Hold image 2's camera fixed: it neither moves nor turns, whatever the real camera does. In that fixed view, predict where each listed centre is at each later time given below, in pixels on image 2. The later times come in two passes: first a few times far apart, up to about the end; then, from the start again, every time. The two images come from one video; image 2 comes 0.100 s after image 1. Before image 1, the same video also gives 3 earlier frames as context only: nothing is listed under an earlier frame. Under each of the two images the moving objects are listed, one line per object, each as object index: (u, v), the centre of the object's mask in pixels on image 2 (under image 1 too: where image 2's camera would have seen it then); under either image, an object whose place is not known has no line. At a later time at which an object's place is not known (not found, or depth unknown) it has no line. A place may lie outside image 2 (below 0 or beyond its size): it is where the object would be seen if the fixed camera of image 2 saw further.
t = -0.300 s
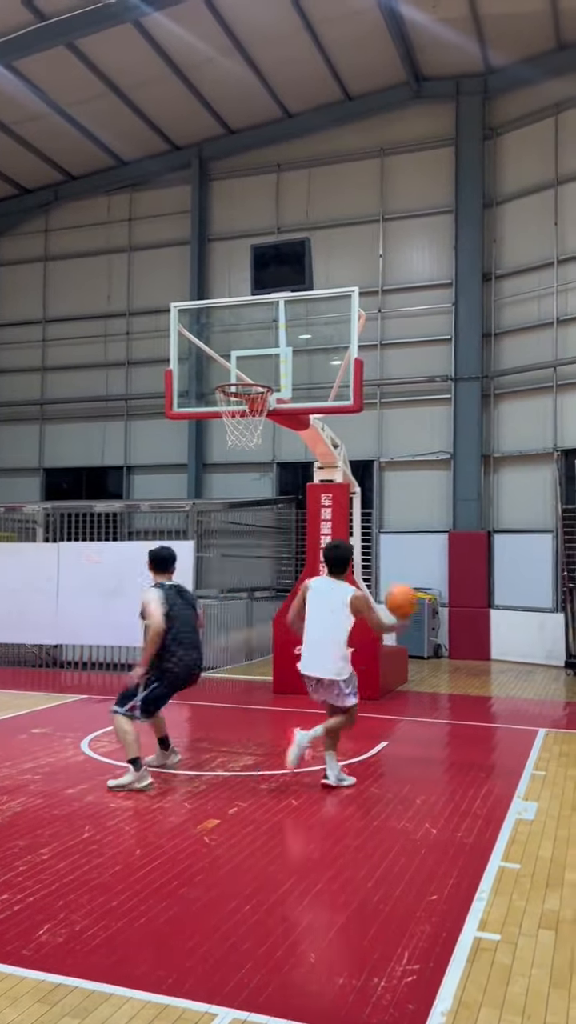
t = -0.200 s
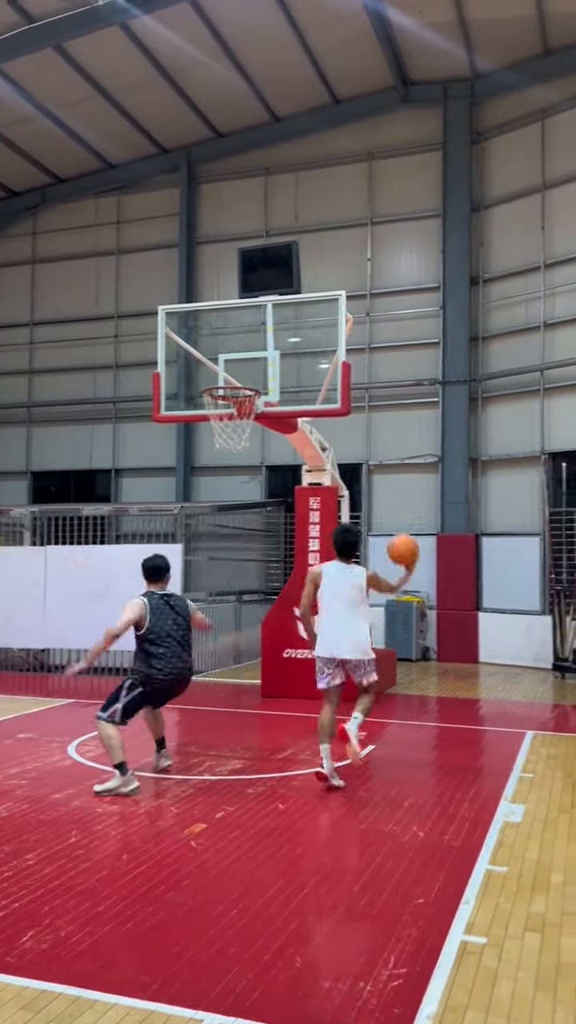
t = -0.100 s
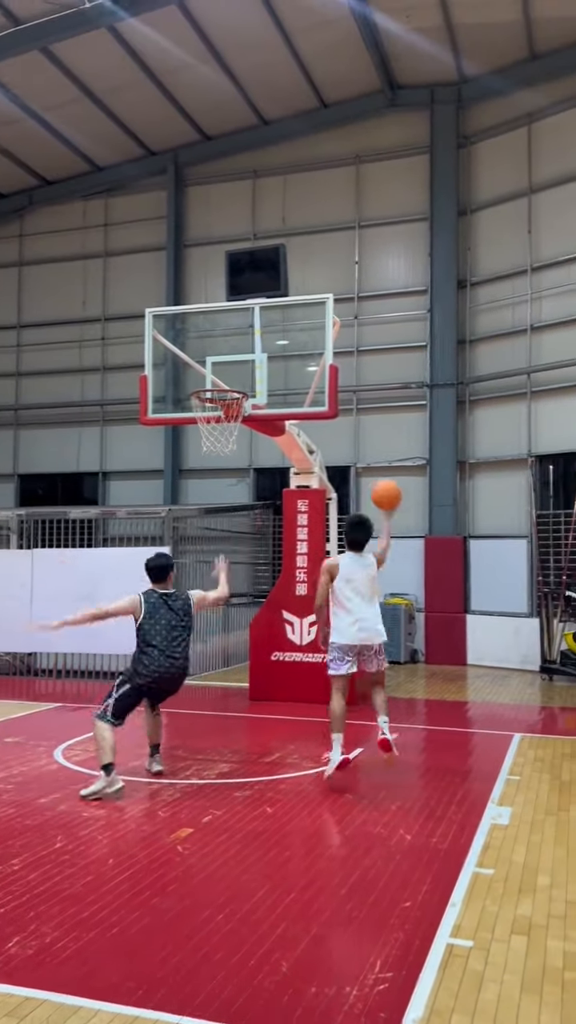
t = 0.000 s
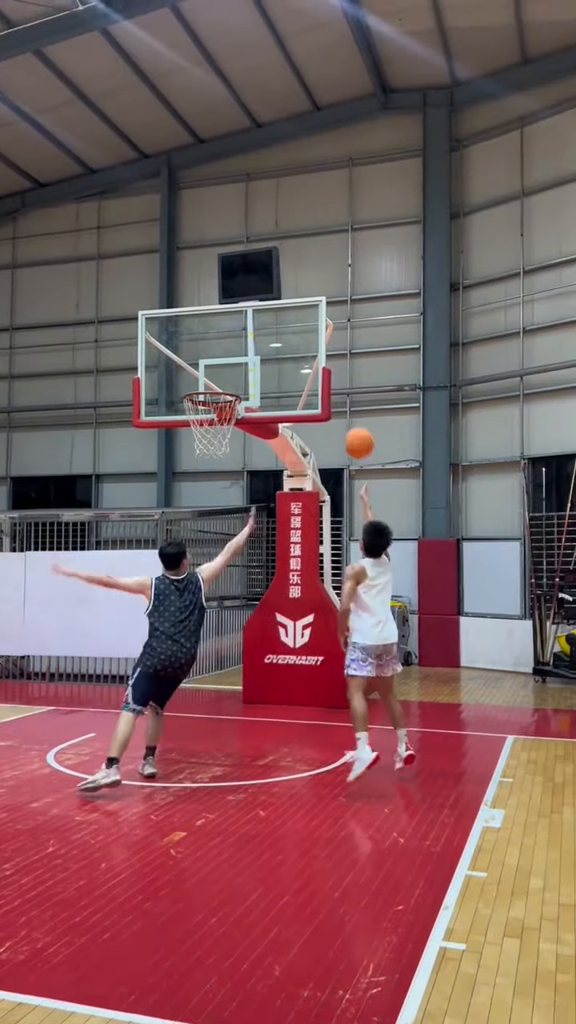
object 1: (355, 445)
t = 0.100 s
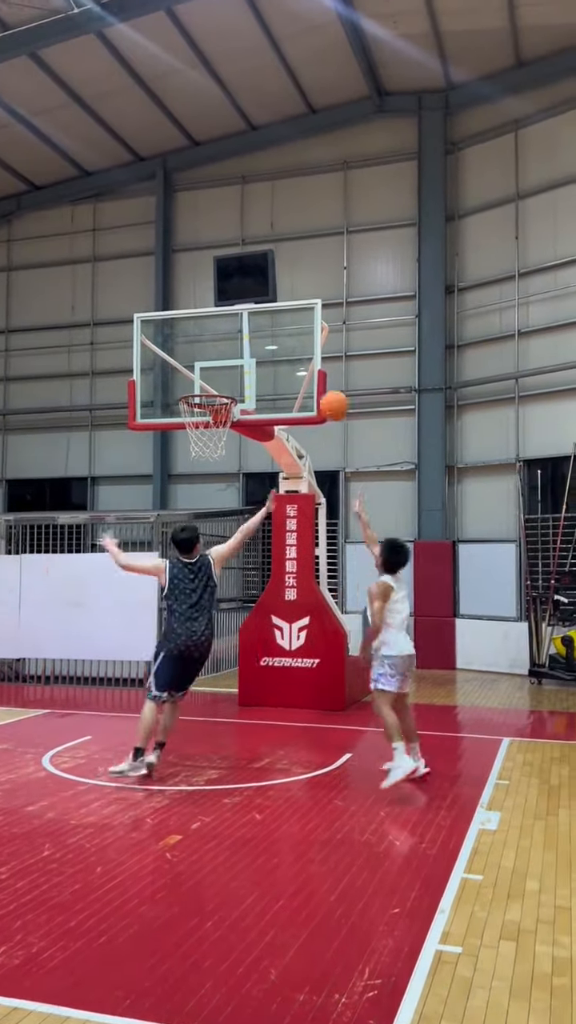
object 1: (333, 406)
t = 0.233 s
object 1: (308, 373)
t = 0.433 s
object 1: (273, 360)
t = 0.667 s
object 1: (227, 382)
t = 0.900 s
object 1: (188, 446)
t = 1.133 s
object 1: (165, 533)
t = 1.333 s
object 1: (141, 661)
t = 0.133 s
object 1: (328, 395)
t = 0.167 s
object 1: (322, 386)
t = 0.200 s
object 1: (315, 380)
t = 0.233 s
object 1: (308, 373)
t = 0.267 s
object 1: (302, 368)
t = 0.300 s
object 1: (296, 365)
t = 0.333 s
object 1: (291, 362)
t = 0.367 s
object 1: (285, 362)
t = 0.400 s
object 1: (279, 362)
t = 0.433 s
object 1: (273, 360)
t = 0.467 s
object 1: (266, 360)
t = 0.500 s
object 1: (259, 360)
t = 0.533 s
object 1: (254, 363)
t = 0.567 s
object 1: (247, 366)
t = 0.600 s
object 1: (240, 370)
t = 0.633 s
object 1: (233, 377)
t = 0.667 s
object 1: (227, 382)
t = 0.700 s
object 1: (221, 386)
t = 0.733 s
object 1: (215, 403)
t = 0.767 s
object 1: (207, 411)
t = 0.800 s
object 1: (201, 423)
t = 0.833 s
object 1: (195, 433)
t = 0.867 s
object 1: (192, 439)
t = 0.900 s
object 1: (188, 446)
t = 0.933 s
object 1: (185, 455)
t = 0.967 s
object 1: (182, 465)
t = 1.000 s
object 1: (179, 476)
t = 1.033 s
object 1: (176, 488)
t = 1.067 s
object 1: (172, 502)
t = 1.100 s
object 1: (169, 516)
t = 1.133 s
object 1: (165, 533)
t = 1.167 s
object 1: (161, 550)
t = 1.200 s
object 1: (158, 570)
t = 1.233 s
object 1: (153, 591)
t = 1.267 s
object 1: (149, 613)
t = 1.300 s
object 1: (145, 636)
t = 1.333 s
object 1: (141, 661)
